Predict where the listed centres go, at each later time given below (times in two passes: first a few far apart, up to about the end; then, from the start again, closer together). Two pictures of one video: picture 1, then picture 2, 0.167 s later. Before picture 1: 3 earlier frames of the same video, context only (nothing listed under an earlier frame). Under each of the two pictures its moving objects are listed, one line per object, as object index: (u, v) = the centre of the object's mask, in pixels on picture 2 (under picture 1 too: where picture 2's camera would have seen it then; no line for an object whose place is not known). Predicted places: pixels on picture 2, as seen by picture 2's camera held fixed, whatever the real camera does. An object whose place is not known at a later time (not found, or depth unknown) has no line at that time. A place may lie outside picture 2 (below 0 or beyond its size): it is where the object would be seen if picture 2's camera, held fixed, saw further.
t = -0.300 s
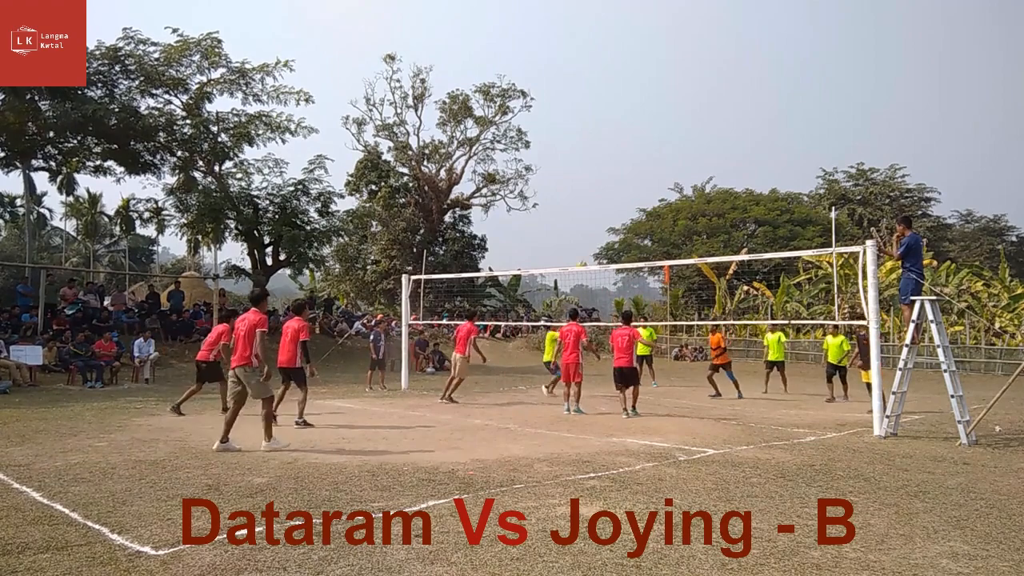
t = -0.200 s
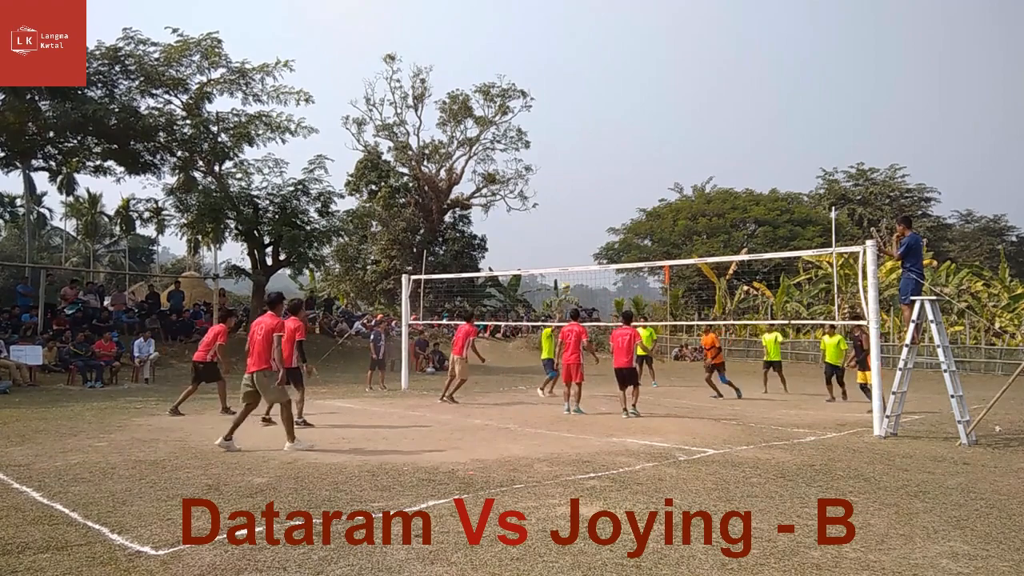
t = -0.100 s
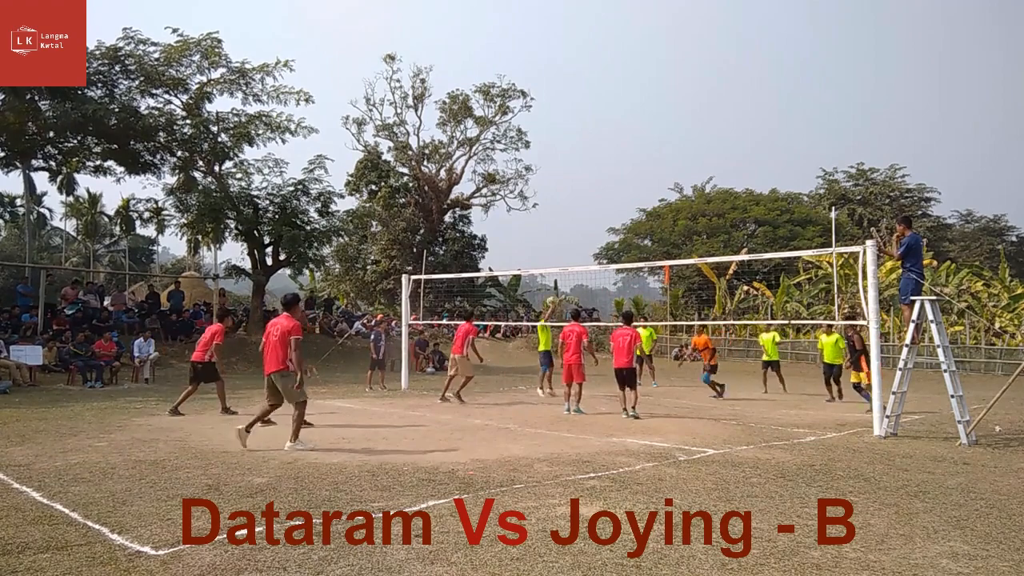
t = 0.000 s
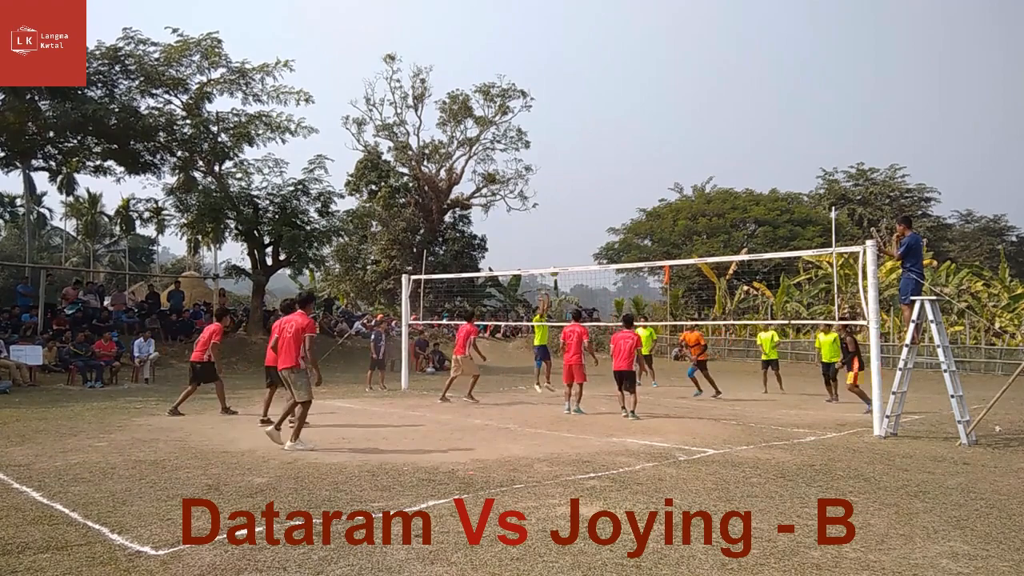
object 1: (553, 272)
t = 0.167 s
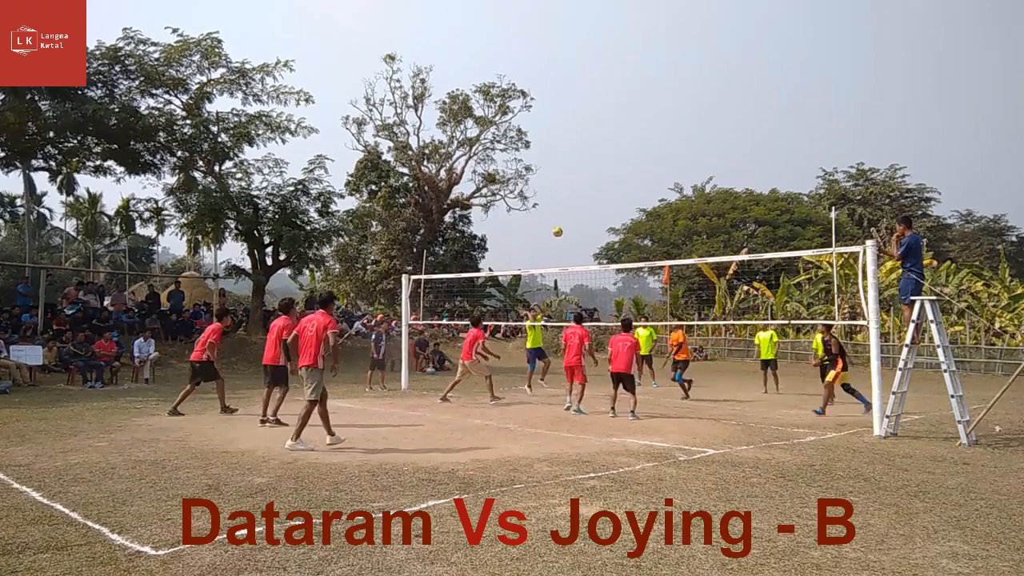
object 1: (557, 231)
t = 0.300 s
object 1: (561, 210)
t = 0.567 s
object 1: (566, 191)
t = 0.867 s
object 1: (572, 206)
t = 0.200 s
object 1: (558, 225)
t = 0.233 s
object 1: (559, 219)
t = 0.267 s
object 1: (560, 214)
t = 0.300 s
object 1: (561, 210)
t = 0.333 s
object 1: (561, 206)
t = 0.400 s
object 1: (563, 199)
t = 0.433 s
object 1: (564, 196)
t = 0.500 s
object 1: (564, 194)
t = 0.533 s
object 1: (565, 193)
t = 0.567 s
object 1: (566, 191)
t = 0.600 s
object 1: (567, 191)
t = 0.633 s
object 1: (568, 191)
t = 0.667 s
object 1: (568, 191)
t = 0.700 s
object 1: (569, 193)
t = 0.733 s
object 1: (570, 194)
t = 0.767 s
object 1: (570, 197)
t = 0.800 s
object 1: (571, 199)
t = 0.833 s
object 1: (572, 202)
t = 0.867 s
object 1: (572, 206)
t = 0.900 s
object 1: (573, 211)
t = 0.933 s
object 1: (574, 216)
